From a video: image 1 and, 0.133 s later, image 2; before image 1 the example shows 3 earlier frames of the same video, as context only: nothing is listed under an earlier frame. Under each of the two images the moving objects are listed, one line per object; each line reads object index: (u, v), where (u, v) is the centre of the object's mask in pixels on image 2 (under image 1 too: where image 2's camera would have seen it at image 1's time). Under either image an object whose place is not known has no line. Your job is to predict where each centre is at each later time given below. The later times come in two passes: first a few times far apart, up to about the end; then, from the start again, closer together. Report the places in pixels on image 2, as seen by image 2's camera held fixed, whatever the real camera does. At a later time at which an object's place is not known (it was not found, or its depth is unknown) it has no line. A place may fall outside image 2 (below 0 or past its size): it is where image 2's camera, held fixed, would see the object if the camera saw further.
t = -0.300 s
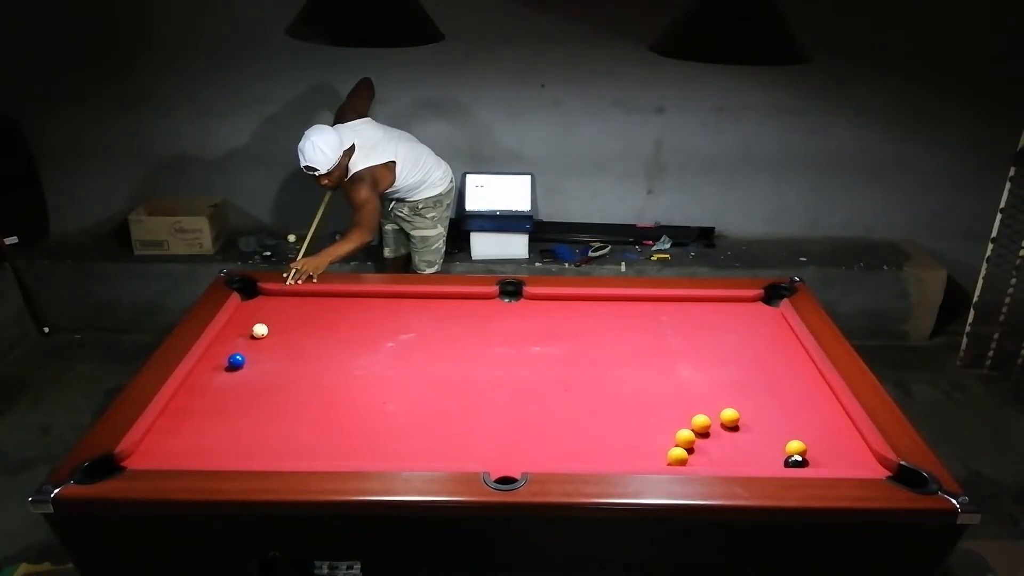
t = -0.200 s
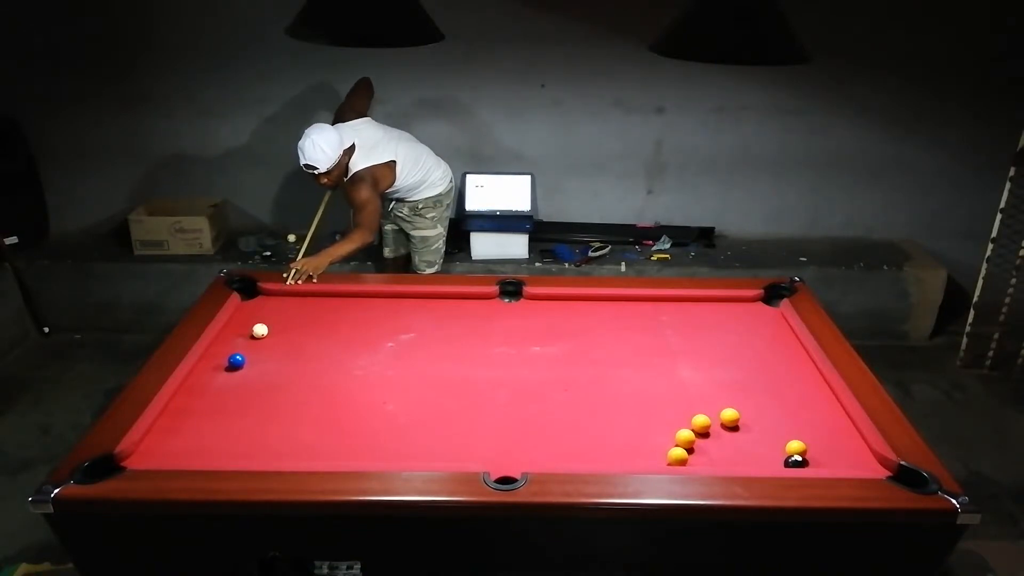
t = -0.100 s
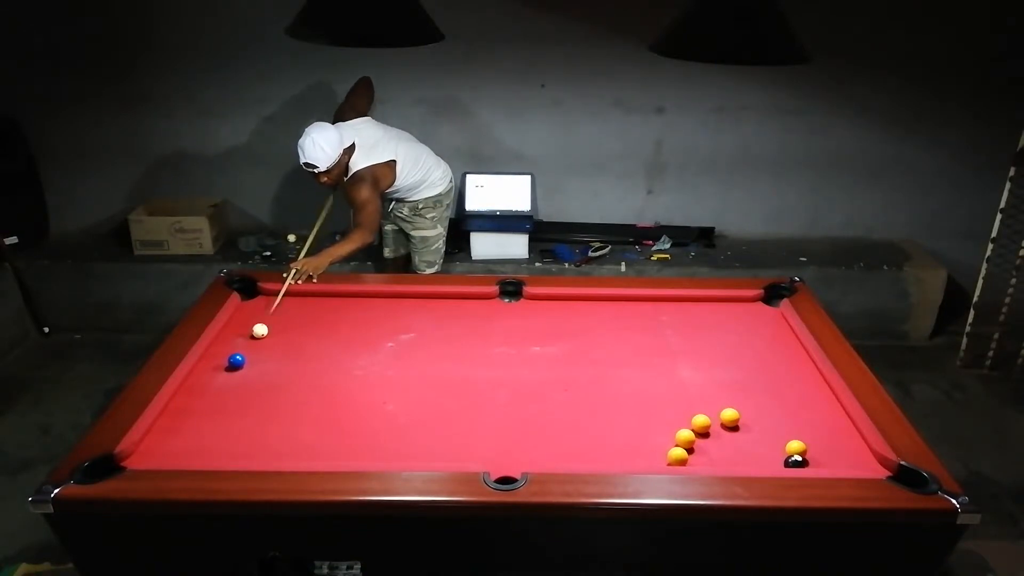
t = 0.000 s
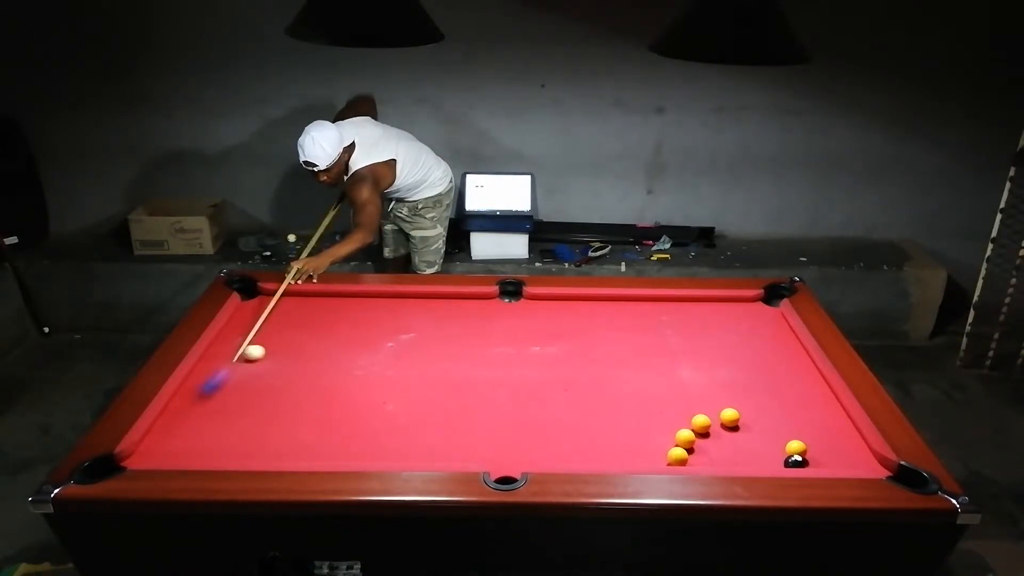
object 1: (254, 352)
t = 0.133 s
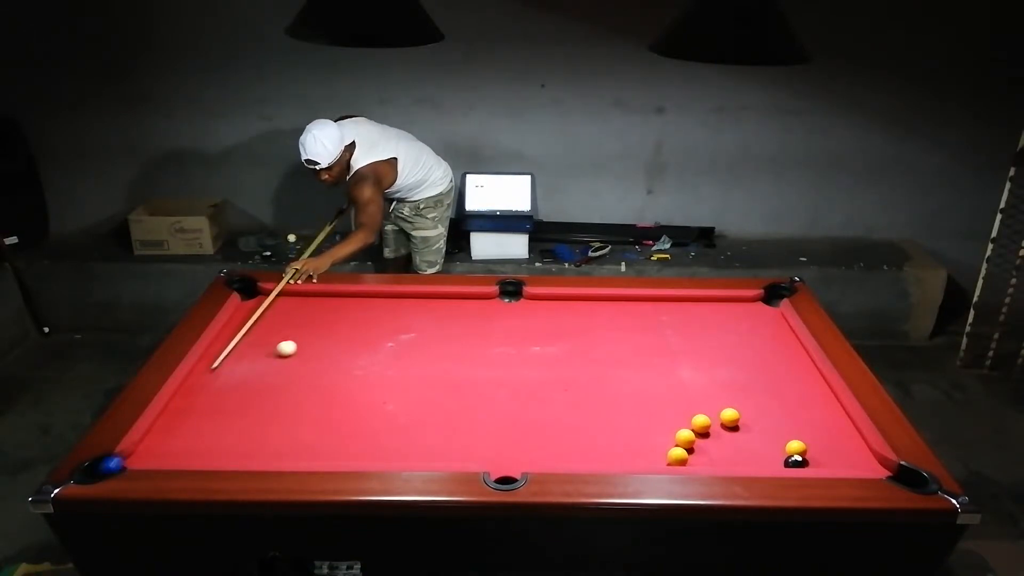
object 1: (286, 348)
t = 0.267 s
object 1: (314, 338)
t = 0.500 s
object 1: (357, 319)
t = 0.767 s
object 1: (399, 300)
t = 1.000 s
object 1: (439, 304)
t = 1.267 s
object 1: (487, 313)
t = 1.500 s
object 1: (529, 321)
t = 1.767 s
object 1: (577, 330)
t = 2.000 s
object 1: (619, 338)
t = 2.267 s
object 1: (666, 347)
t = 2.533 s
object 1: (713, 356)
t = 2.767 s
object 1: (753, 364)
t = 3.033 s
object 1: (798, 372)
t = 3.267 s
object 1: (811, 383)
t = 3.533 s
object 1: (803, 398)
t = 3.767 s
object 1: (795, 411)
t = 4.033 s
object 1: (786, 425)
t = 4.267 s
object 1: (778, 437)
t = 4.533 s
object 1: (768, 449)
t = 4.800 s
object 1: (758, 460)
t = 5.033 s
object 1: (742, 461)
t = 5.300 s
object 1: (722, 457)
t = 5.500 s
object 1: (708, 455)
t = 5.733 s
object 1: (693, 450)
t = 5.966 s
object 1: (687, 448)
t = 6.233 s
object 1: (683, 448)
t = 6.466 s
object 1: (681, 447)
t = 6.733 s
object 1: (681, 446)
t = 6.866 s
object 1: (681, 446)
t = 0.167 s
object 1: (294, 346)
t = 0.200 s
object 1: (301, 344)
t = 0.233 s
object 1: (308, 341)
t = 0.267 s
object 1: (314, 338)
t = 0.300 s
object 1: (321, 336)
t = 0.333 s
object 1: (327, 333)
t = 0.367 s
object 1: (333, 330)
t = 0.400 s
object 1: (339, 327)
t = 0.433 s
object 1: (345, 324)
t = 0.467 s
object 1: (351, 322)
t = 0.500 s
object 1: (357, 319)
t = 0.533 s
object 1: (362, 317)
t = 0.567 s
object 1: (368, 314)
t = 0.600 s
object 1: (374, 311)
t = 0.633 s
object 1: (379, 309)
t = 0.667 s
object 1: (384, 307)
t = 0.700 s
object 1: (389, 304)
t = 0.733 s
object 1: (394, 302)
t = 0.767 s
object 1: (399, 300)
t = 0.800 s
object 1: (404, 297)
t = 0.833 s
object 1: (410, 297)
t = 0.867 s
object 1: (416, 299)
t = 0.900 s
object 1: (422, 300)
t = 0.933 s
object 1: (428, 302)
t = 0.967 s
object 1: (434, 303)
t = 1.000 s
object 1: (439, 304)
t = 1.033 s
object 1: (446, 305)
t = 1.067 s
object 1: (451, 306)
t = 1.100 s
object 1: (457, 308)
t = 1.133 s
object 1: (463, 309)
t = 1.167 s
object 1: (469, 310)
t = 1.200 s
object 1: (475, 311)
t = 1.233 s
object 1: (481, 312)
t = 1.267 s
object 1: (487, 313)
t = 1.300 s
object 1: (493, 314)
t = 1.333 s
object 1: (499, 315)
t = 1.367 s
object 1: (505, 316)
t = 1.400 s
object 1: (511, 318)
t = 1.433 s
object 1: (517, 319)
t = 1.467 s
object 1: (523, 320)
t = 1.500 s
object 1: (529, 321)
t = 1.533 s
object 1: (535, 322)
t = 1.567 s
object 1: (541, 323)
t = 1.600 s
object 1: (547, 324)
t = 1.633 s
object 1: (553, 326)
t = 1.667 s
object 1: (559, 327)
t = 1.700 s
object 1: (565, 328)
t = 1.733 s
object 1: (571, 329)
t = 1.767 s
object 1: (577, 330)
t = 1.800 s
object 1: (583, 331)
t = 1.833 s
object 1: (589, 332)
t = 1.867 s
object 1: (595, 333)
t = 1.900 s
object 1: (601, 334)
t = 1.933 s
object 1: (607, 335)
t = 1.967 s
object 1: (613, 337)
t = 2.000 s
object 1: (619, 338)
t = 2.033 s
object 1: (625, 339)
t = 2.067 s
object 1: (631, 340)
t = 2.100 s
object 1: (637, 341)
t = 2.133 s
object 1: (642, 342)
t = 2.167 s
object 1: (648, 344)
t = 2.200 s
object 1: (654, 345)
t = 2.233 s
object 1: (660, 346)
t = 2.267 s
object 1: (666, 347)
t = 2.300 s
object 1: (672, 348)
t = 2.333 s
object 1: (678, 349)
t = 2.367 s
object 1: (684, 350)
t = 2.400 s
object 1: (689, 351)
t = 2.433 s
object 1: (695, 353)
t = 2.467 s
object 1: (701, 354)
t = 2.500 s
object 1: (707, 355)
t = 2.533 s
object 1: (713, 356)
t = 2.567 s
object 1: (719, 357)
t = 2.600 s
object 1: (725, 358)
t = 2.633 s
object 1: (730, 359)
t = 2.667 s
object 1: (736, 360)
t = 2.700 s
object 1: (742, 361)
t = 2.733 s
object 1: (748, 362)
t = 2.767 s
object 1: (753, 364)
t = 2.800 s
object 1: (759, 365)
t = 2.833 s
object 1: (765, 366)
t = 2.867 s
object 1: (770, 367)
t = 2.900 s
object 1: (776, 368)
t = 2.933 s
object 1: (781, 369)
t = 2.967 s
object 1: (787, 370)
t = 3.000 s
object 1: (793, 371)
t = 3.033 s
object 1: (798, 372)
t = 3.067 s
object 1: (804, 373)
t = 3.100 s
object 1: (809, 374)
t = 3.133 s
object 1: (815, 375)
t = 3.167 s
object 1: (815, 377)
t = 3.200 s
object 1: (813, 379)
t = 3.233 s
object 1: (812, 381)
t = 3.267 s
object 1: (811, 383)
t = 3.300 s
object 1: (810, 385)
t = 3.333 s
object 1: (809, 387)
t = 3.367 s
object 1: (808, 388)
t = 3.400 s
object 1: (807, 391)
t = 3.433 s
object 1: (806, 392)
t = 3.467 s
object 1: (805, 395)
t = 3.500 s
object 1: (804, 396)
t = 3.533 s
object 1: (803, 398)
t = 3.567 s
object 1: (802, 399)
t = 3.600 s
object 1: (801, 402)
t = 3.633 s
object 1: (800, 403)
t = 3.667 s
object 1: (798, 405)
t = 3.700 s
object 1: (798, 407)
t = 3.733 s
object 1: (796, 409)
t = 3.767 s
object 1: (795, 411)
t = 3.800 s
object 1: (794, 413)
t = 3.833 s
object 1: (793, 414)
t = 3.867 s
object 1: (792, 416)
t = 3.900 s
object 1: (791, 418)
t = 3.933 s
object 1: (790, 420)
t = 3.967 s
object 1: (789, 421)
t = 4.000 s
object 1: (788, 423)
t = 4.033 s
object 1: (786, 425)
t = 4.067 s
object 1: (785, 427)
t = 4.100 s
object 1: (784, 428)
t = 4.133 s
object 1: (783, 430)
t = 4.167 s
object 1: (782, 432)
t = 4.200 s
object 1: (780, 433)
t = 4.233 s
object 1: (779, 435)
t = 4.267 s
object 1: (778, 437)
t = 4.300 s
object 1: (777, 438)
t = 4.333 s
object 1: (776, 440)
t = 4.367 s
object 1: (775, 442)
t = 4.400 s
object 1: (773, 443)
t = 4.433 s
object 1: (772, 445)
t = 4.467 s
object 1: (770, 447)
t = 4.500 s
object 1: (769, 448)
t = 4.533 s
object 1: (768, 449)
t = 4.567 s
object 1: (767, 451)
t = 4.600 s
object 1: (766, 453)
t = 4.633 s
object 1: (764, 454)
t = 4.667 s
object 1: (763, 456)
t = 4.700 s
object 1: (762, 457)
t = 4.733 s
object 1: (760, 458)
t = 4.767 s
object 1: (759, 459)
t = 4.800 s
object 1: (758, 460)
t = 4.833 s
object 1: (756, 461)
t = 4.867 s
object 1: (755, 462)
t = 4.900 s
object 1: (753, 462)
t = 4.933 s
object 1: (751, 462)
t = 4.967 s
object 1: (748, 462)
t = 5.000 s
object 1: (745, 461)
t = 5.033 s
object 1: (742, 461)
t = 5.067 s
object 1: (740, 460)
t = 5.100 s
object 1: (737, 460)
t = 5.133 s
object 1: (734, 459)
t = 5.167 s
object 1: (732, 459)
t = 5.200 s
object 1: (729, 458)
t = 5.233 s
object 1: (727, 458)
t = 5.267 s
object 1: (724, 458)
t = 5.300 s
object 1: (722, 457)
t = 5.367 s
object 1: (717, 457)
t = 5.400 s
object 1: (715, 456)
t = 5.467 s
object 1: (710, 455)
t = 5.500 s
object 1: (708, 455)
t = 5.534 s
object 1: (704, 454)
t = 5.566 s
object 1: (702, 453)
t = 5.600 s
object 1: (700, 452)
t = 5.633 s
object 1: (698, 452)
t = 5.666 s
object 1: (696, 451)
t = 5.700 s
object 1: (694, 450)
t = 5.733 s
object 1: (693, 450)
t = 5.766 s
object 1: (692, 449)
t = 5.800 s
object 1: (691, 449)
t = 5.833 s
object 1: (690, 449)
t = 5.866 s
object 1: (690, 449)
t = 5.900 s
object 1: (689, 449)
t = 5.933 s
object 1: (688, 448)
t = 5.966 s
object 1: (687, 448)
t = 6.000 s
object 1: (686, 448)
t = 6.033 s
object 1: (686, 448)
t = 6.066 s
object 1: (686, 448)
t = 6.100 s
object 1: (685, 448)
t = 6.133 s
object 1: (685, 448)
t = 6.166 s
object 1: (684, 448)
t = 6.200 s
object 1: (684, 448)
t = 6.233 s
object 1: (683, 448)
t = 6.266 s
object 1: (683, 447)
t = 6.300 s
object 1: (683, 447)
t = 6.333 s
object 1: (683, 447)
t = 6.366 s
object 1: (682, 447)
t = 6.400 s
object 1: (682, 447)
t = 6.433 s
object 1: (682, 447)
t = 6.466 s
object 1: (681, 447)
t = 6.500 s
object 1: (682, 447)
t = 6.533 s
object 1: (681, 446)
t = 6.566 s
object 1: (681, 447)
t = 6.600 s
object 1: (681, 447)
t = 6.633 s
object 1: (681, 447)
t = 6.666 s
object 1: (681, 447)
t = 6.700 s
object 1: (681, 447)
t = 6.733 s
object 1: (681, 446)
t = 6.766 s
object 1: (681, 447)
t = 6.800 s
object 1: (681, 447)
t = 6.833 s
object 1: (681, 446)
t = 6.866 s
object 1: (681, 446)
